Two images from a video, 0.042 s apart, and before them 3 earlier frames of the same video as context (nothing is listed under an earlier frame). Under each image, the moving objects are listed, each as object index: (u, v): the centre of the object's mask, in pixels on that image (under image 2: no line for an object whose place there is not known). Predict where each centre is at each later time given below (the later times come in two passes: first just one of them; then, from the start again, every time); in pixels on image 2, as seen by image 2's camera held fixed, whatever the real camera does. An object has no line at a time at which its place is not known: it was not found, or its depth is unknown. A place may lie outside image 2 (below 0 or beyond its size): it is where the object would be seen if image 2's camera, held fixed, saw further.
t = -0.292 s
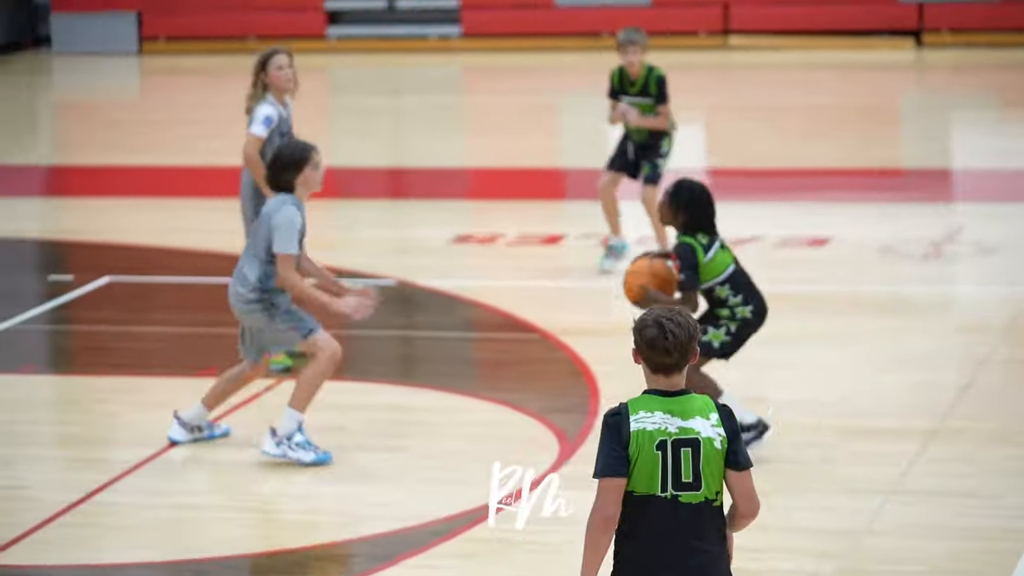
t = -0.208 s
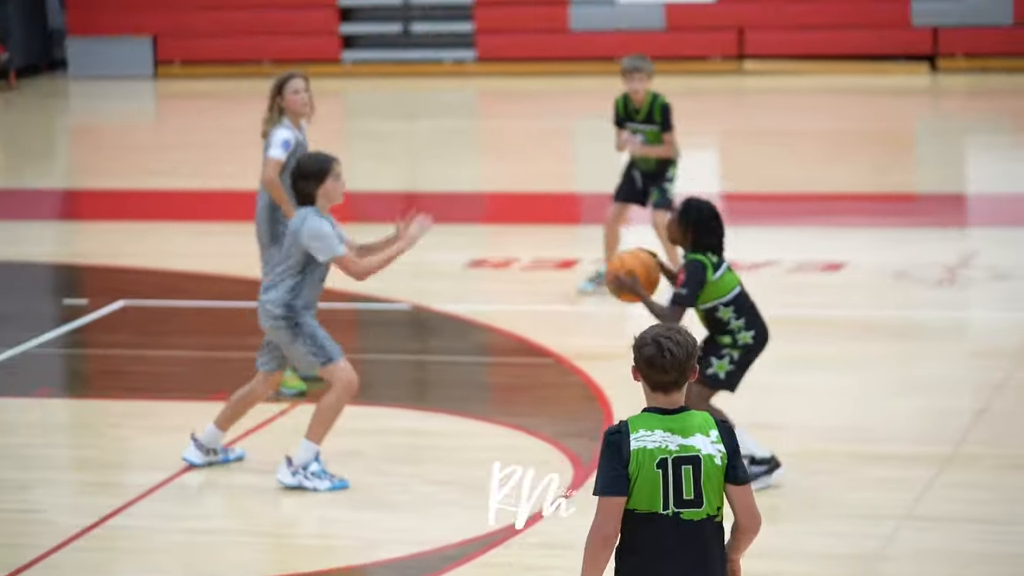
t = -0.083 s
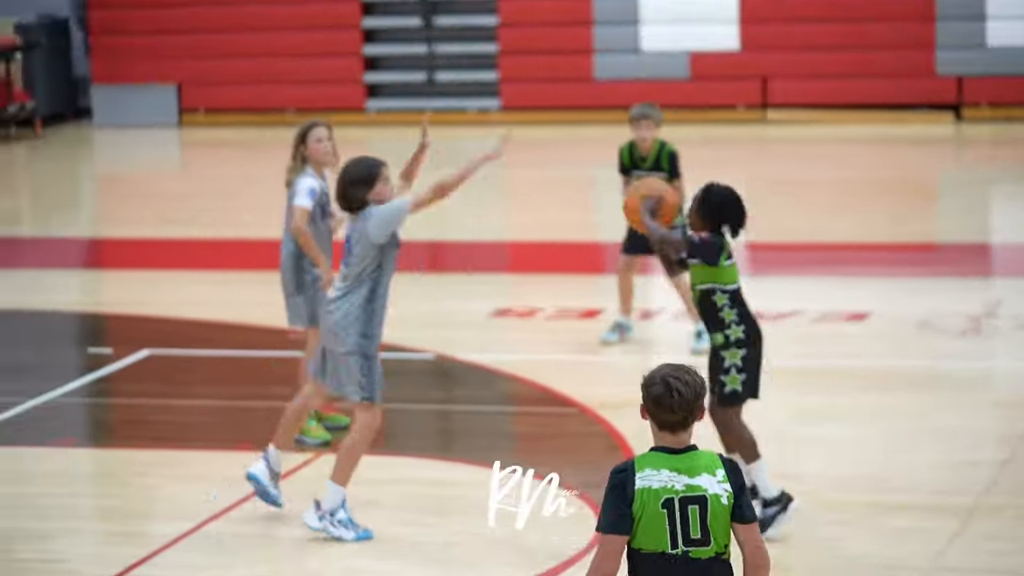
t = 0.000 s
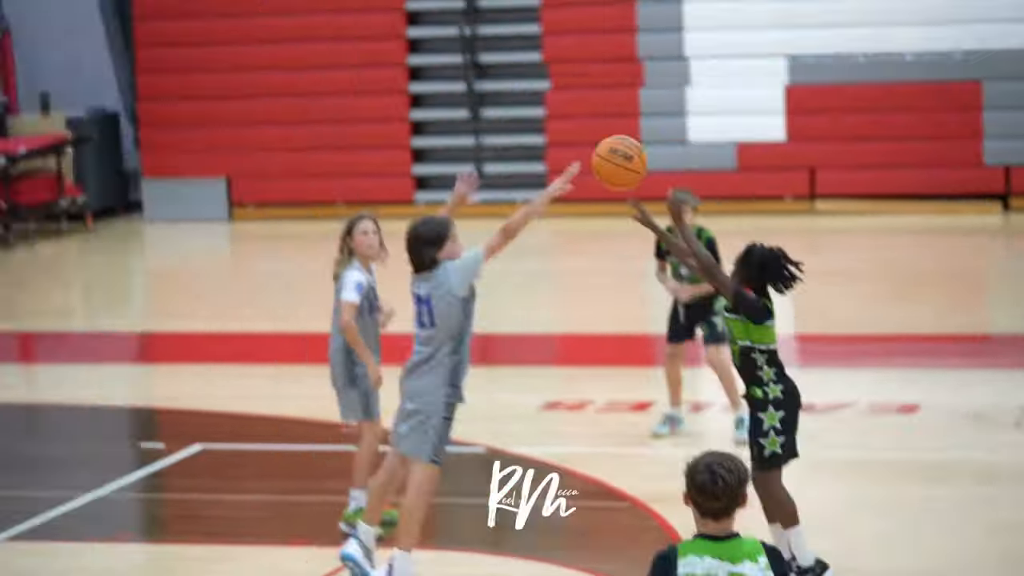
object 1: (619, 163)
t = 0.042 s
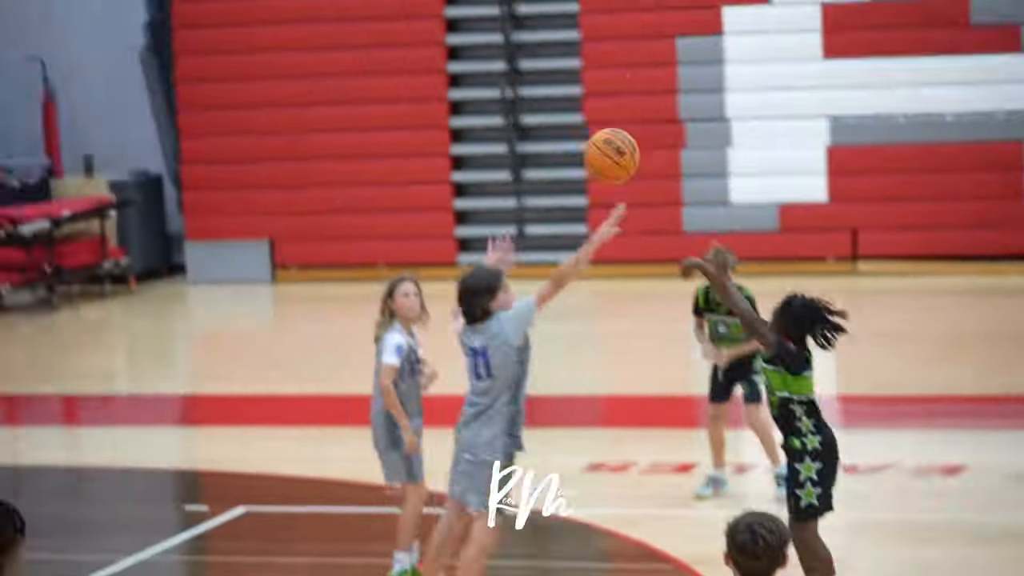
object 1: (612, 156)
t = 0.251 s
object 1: (379, -111)
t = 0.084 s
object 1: (563, 90)
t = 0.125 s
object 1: (515, 32)
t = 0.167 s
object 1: (471, -20)
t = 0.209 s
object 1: (427, -69)
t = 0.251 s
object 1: (379, -111)
